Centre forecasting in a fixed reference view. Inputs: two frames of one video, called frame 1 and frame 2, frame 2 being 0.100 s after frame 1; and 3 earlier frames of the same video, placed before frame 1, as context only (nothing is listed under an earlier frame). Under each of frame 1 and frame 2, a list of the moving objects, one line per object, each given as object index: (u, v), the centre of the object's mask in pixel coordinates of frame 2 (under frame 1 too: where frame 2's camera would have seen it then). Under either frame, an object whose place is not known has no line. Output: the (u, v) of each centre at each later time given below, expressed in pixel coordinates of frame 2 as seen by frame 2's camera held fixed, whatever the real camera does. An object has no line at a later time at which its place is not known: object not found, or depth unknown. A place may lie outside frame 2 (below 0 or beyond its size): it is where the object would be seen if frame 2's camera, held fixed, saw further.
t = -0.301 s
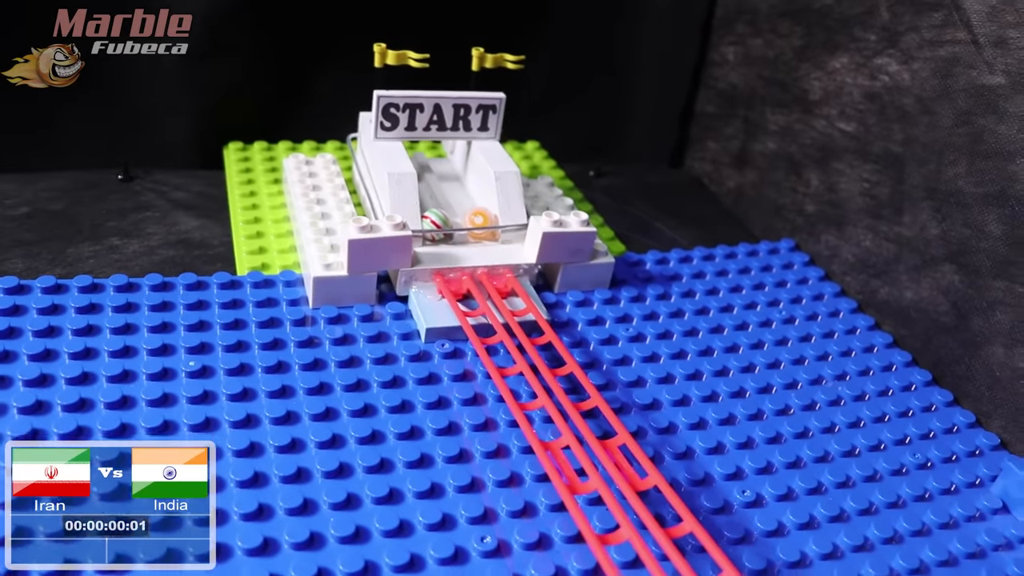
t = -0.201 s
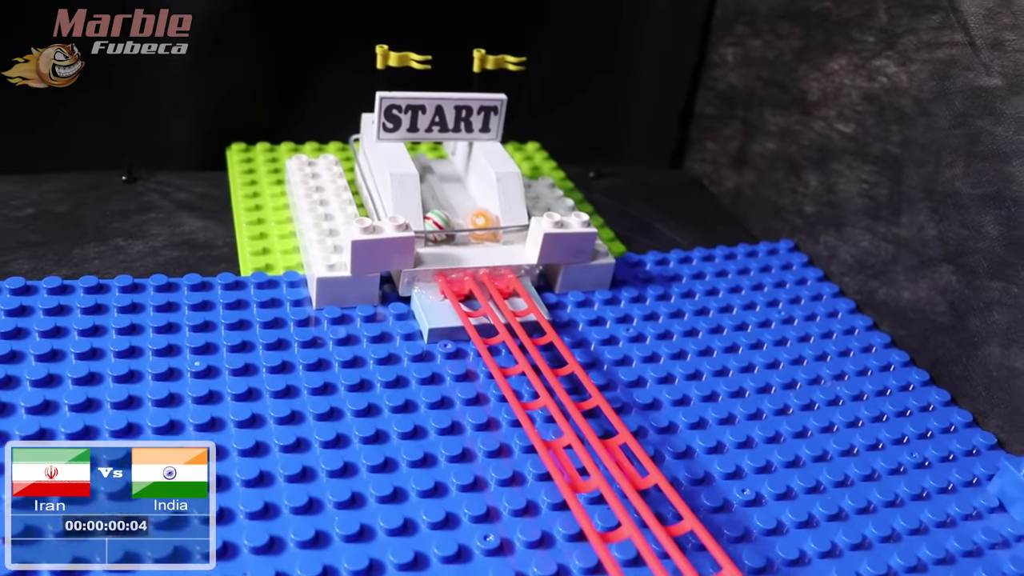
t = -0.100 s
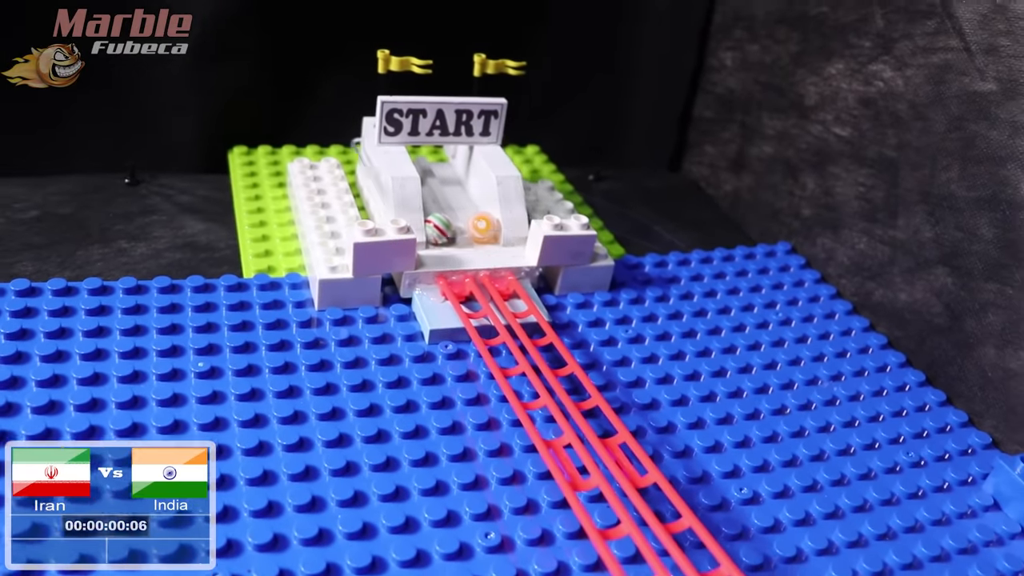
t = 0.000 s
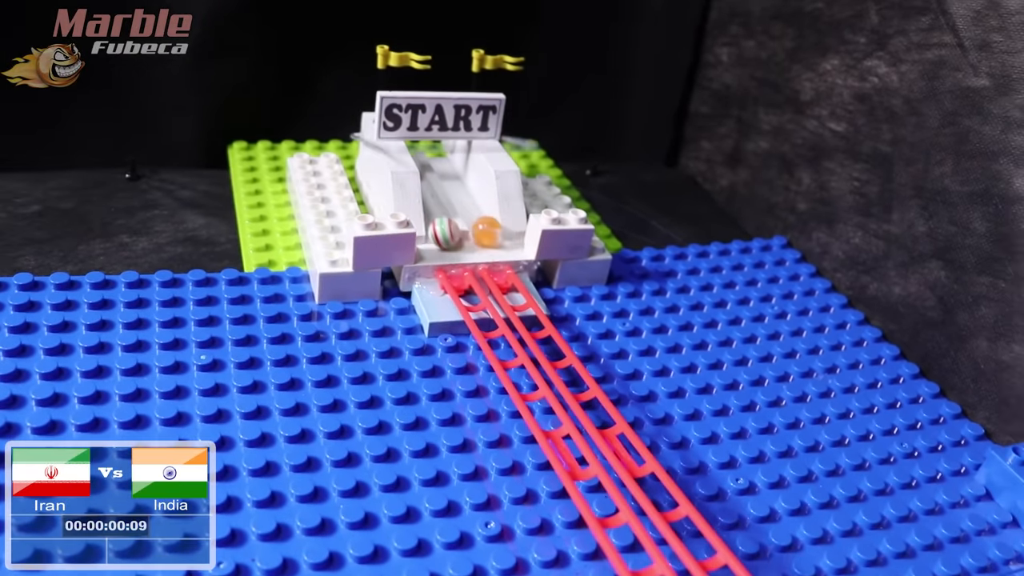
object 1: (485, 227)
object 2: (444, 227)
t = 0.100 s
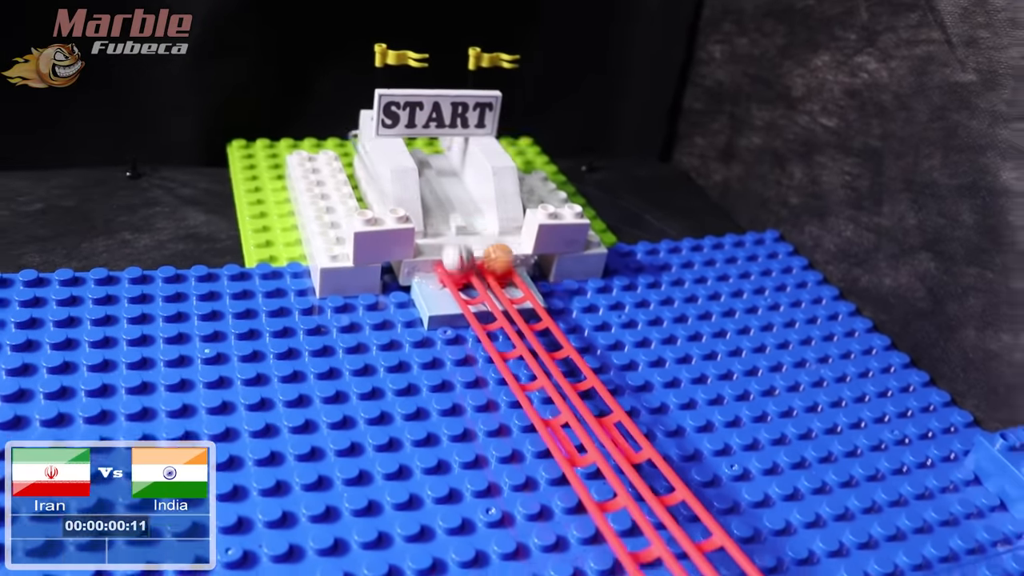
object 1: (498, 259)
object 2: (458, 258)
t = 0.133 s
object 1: (509, 269)
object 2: (461, 269)
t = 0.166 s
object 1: (515, 282)
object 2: (470, 281)
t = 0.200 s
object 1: (524, 293)
